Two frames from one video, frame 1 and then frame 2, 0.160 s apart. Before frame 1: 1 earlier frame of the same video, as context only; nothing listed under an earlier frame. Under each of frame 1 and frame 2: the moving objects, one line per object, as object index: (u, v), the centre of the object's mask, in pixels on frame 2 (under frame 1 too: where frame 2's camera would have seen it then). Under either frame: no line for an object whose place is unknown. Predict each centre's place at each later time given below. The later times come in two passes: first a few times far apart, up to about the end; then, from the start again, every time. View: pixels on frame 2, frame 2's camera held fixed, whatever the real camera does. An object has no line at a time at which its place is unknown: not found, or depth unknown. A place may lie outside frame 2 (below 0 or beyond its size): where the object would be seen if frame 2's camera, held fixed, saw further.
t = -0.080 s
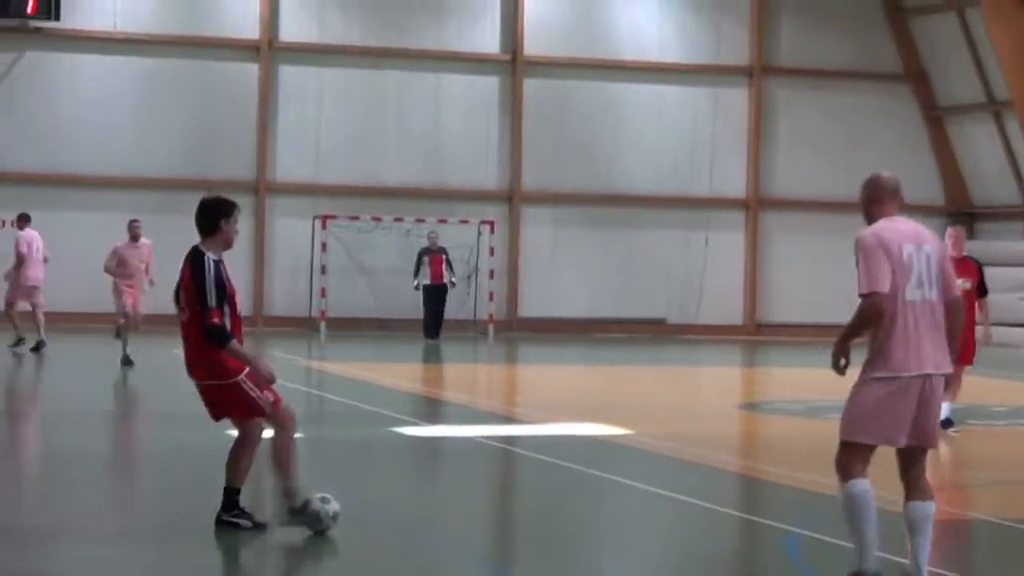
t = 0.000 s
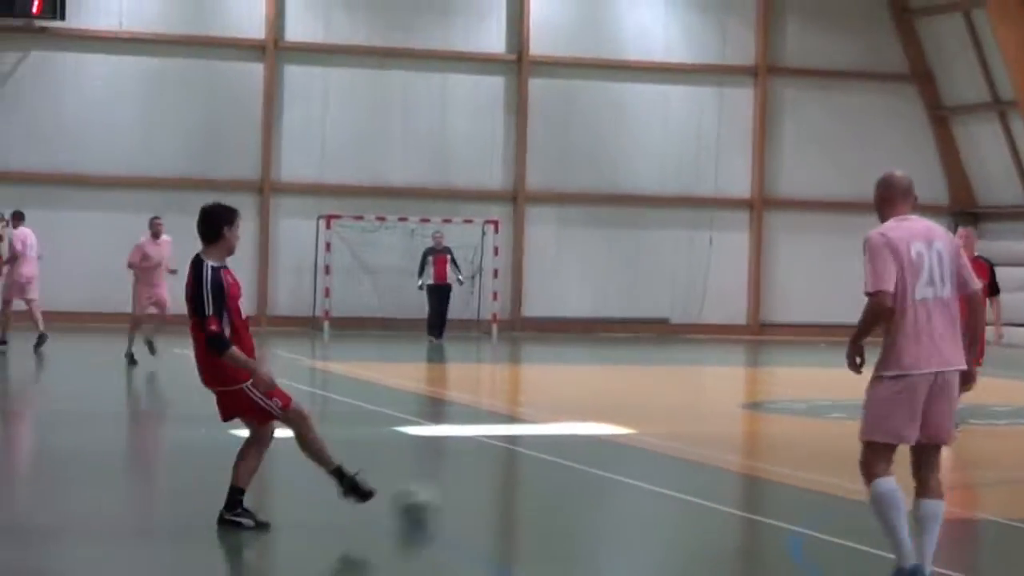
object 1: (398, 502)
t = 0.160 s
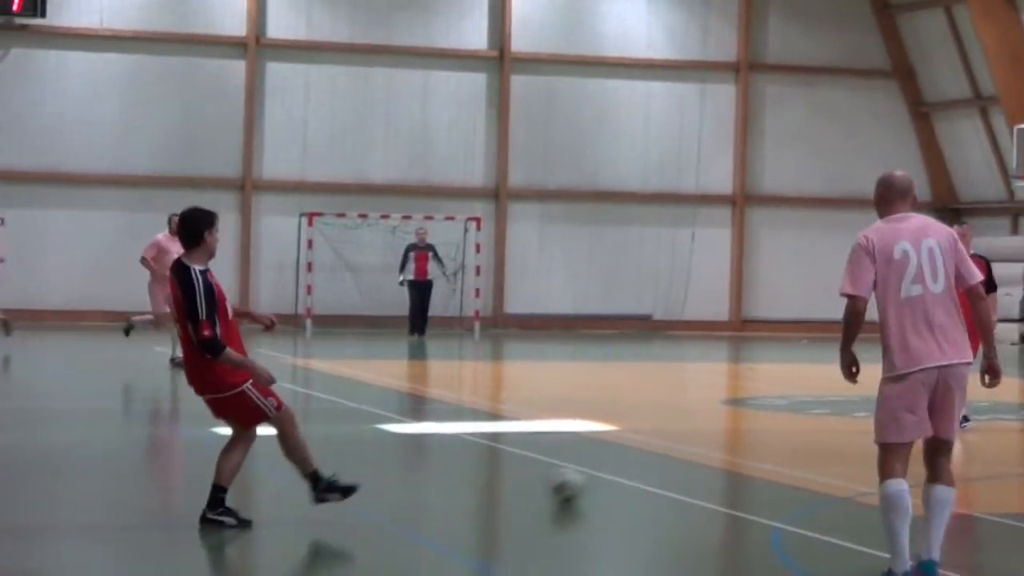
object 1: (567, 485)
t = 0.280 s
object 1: (665, 476)
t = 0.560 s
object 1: (830, 461)
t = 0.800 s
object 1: (937, 451)
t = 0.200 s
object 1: (601, 483)
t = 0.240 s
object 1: (634, 481)
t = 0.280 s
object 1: (665, 476)
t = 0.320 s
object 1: (694, 476)
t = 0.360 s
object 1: (719, 475)
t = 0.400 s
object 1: (745, 471)
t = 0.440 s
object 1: (769, 470)
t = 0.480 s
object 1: (789, 467)
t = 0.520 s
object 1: (811, 461)
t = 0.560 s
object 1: (830, 461)
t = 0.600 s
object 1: (848, 462)
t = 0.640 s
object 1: (870, 460)
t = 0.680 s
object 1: (887, 455)
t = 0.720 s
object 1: (902, 454)
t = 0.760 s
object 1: (922, 453)
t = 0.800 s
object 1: (937, 451)
